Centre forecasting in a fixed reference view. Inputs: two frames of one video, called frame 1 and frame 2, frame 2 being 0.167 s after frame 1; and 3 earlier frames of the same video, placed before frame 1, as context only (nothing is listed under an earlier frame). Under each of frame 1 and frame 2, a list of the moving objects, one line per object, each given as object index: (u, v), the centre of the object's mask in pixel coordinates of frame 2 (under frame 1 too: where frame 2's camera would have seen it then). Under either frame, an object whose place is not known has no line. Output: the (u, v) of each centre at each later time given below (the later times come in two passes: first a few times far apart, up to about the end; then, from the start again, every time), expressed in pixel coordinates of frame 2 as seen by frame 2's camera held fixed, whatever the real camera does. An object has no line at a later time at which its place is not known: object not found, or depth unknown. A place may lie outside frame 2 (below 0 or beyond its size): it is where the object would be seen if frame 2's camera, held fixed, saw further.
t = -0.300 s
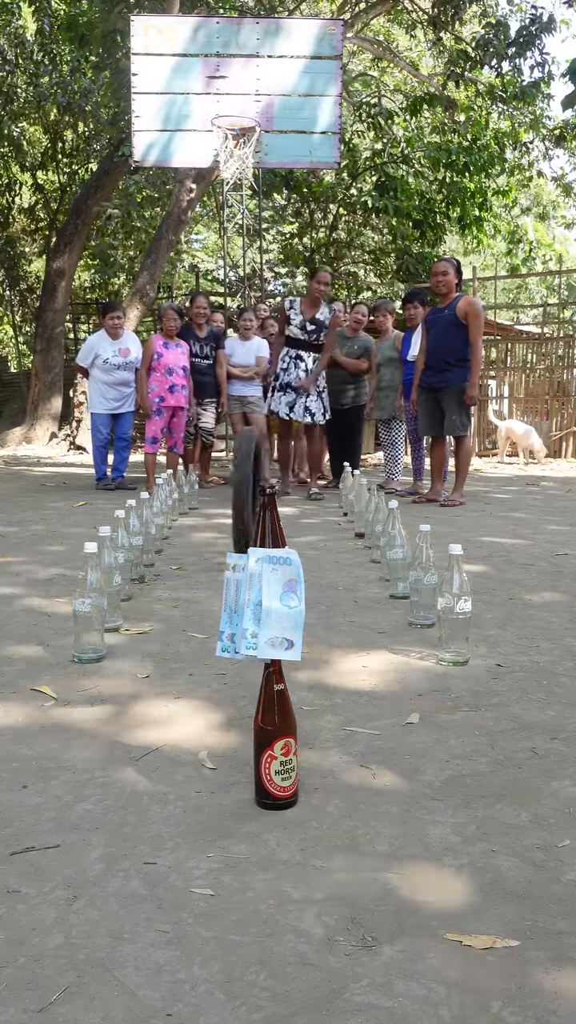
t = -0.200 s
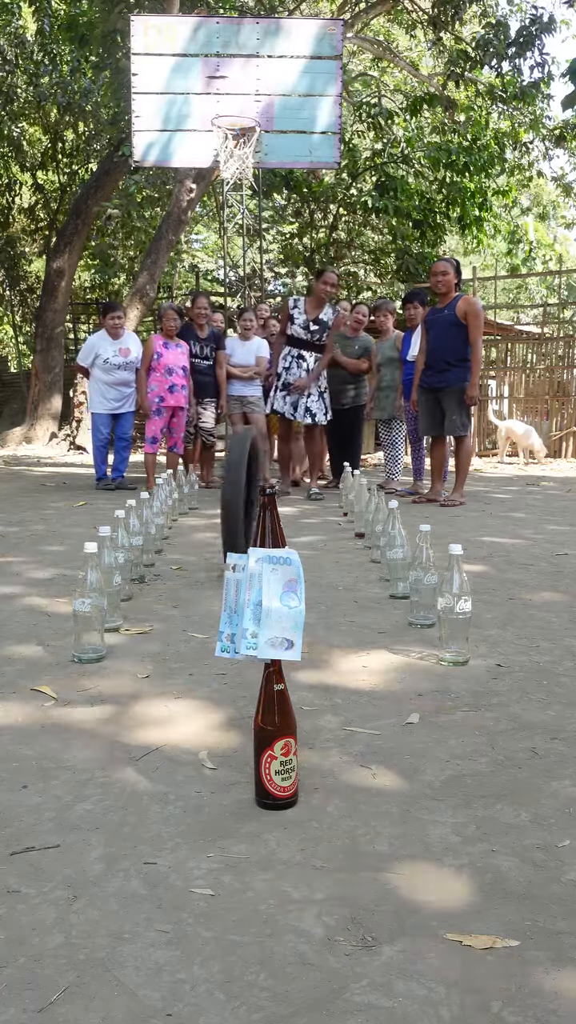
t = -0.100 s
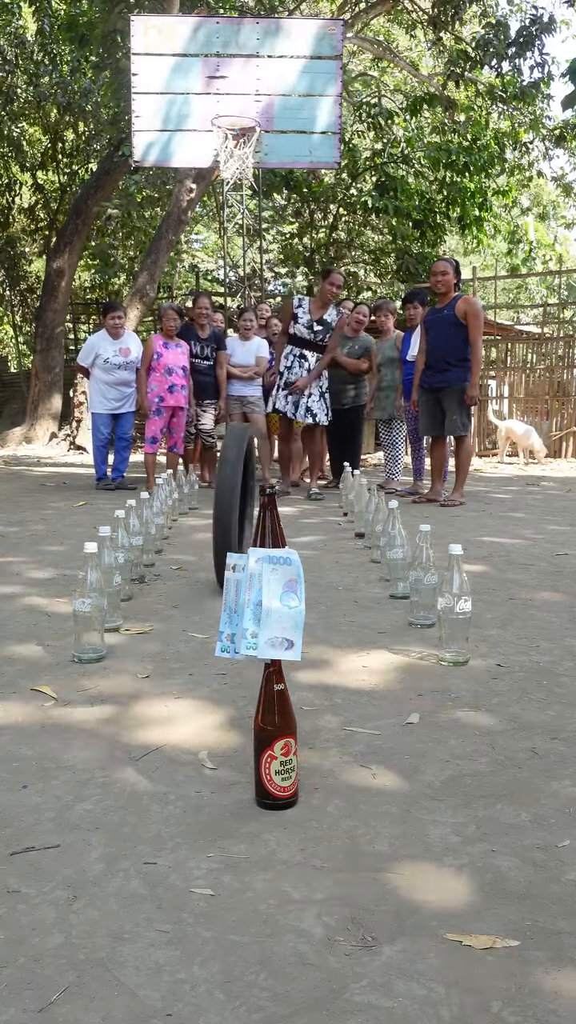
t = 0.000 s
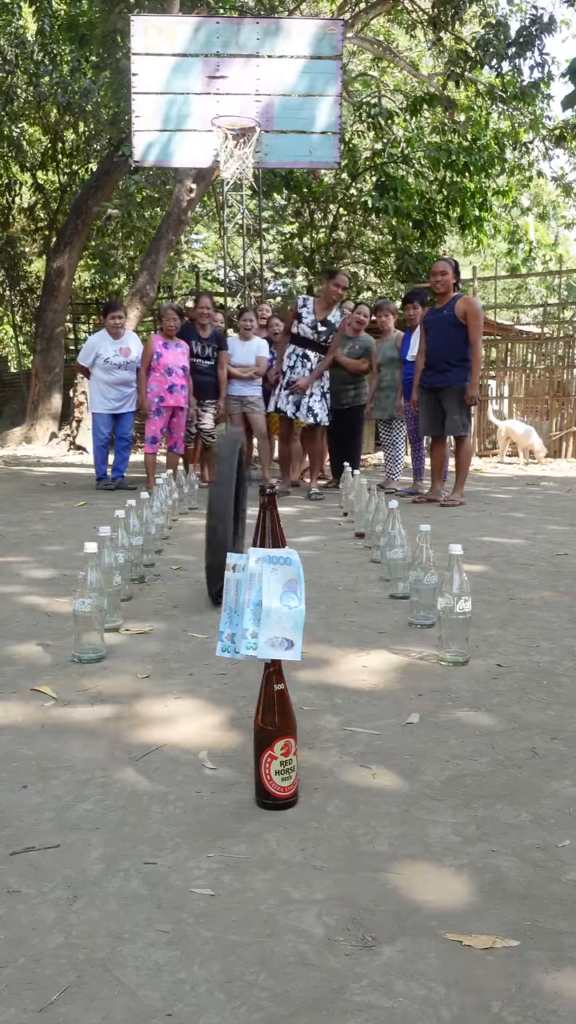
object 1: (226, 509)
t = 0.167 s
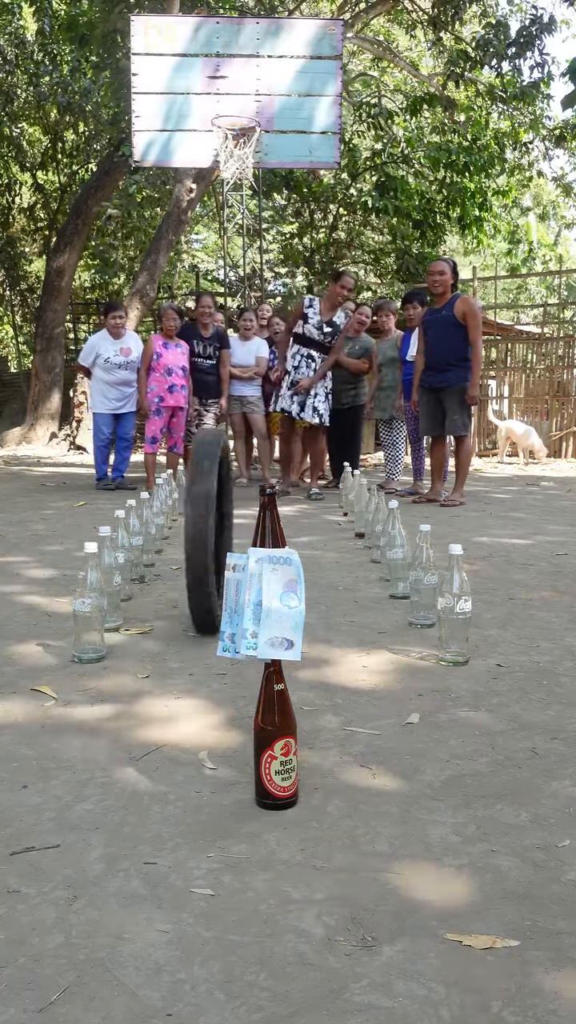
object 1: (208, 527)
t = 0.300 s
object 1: (192, 548)
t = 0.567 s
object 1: (141, 599)
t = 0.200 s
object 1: (203, 531)
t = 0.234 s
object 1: (199, 536)
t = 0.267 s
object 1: (196, 542)
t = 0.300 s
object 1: (192, 548)
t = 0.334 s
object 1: (187, 552)
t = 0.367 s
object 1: (183, 556)
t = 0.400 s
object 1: (178, 563)
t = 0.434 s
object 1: (172, 571)
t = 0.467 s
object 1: (166, 576)
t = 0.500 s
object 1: (158, 584)
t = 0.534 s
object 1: (150, 591)
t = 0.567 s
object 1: (141, 599)
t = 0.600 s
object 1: (131, 605)
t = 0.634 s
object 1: (120, 615)
